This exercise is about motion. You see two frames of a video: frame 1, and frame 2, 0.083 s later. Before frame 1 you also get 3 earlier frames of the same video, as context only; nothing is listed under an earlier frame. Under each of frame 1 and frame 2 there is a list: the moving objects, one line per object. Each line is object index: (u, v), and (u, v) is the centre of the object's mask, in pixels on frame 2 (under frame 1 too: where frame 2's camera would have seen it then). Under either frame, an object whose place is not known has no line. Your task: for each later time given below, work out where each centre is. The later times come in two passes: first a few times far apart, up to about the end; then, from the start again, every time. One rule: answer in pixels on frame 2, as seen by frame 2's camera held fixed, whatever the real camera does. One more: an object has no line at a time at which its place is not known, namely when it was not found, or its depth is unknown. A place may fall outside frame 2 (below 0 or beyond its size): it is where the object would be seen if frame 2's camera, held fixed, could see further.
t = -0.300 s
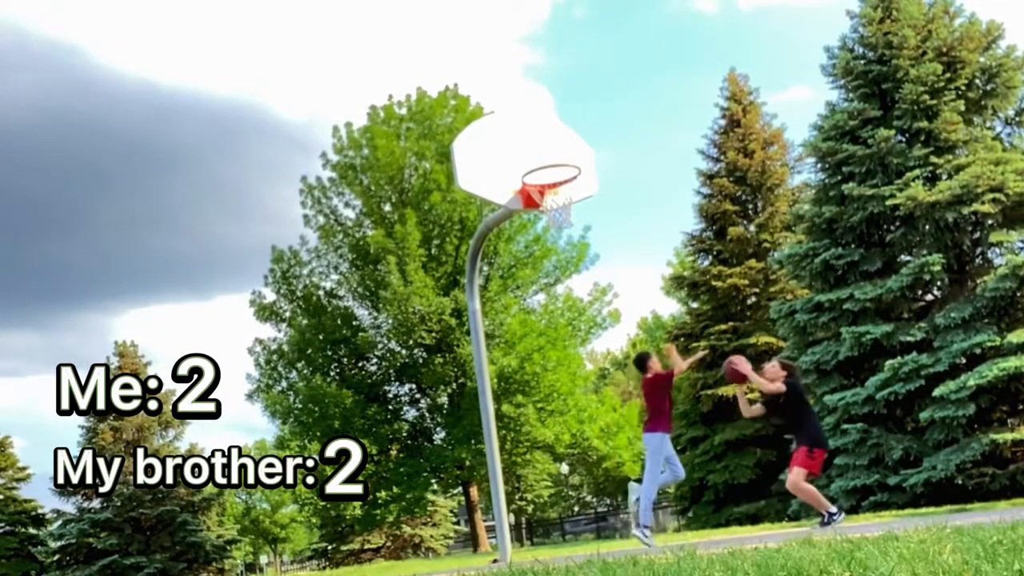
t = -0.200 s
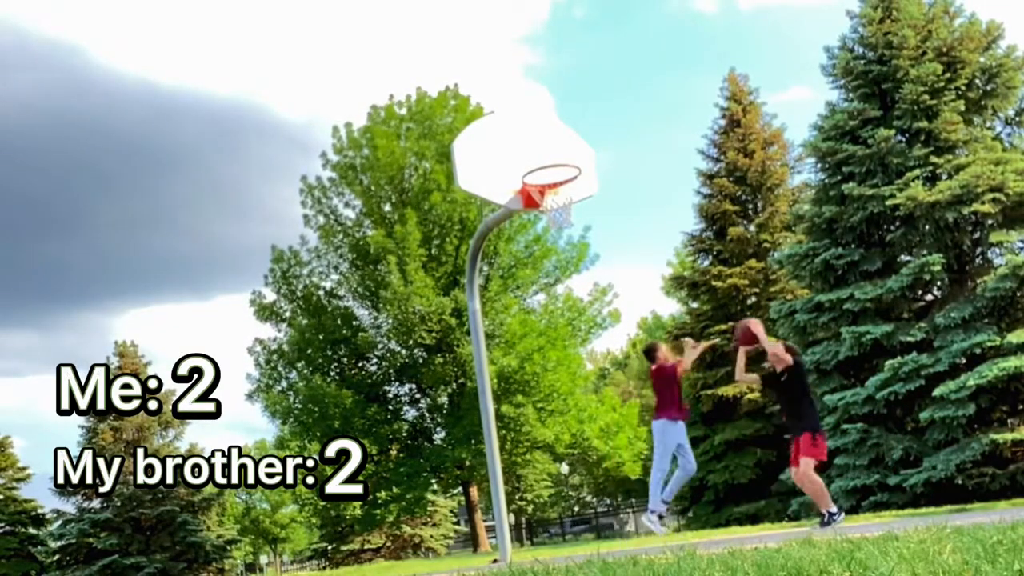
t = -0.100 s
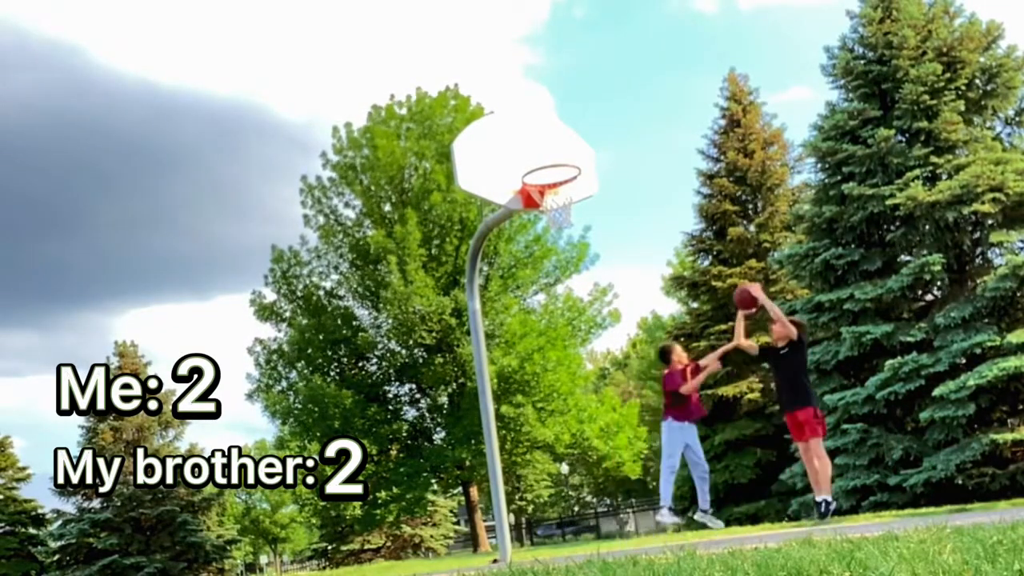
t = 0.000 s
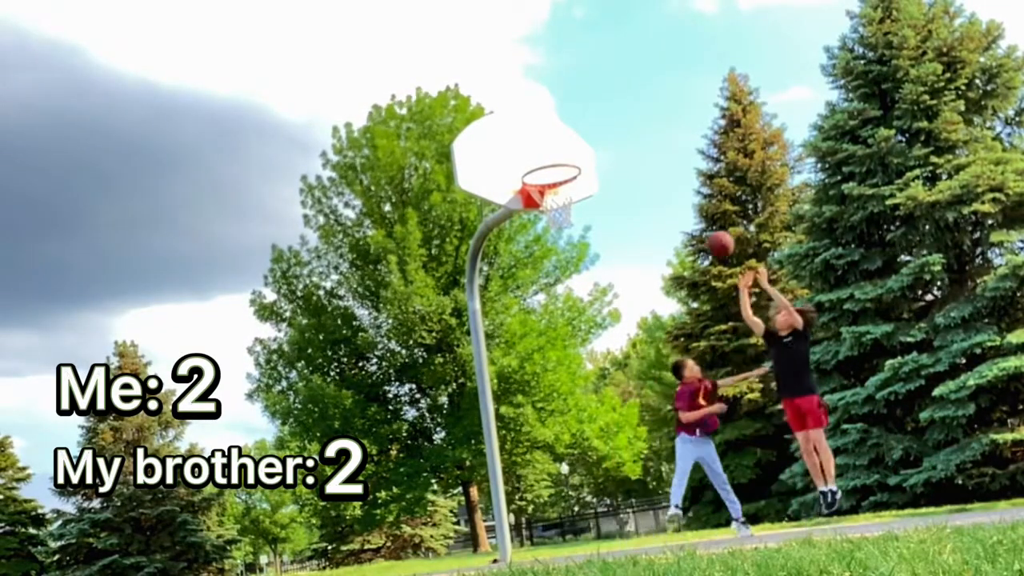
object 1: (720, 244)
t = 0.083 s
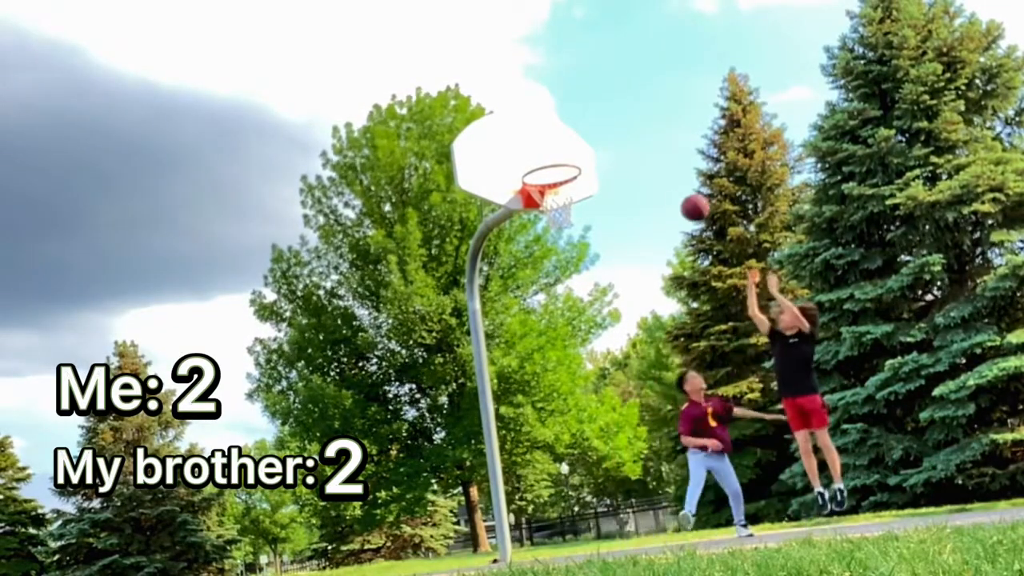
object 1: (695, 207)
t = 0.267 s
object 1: (645, 153)
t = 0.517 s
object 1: (588, 137)
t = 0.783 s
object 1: (540, 195)
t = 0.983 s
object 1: (538, 205)
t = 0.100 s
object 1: (689, 201)
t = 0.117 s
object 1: (684, 195)
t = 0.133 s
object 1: (680, 189)
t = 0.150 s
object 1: (676, 184)
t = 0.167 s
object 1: (671, 178)
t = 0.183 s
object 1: (666, 174)
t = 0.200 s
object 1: (662, 169)
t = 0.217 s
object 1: (657, 165)
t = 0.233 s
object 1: (653, 160)
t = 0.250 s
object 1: (649, 157)
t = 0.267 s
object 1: (645, 153)
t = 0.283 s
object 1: (641, 150)
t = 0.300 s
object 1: (637, 147)
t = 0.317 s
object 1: (632, 145)
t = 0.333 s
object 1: (628, 143)
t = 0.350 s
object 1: (624, 141)
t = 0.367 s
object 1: (621, 139)
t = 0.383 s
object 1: (617, 137)
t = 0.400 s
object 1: (613, 136)
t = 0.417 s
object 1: (609, 136)
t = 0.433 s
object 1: (605, 135)
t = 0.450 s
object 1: (602, 135)
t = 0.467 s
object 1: (598, 135)
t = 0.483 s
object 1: (595, 135)
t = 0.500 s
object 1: (591, 136)
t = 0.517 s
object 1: (588, 137)
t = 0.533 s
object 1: (584, 139)
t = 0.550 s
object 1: (581, 140)
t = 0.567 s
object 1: (577, 142)
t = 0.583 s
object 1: (574, 144)
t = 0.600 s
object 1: (571, 147)
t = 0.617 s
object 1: (567, 150)
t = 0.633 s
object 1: (564, 153)
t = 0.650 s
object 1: (561, 157)
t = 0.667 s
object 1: (558, 161)
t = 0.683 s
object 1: (555, 165)
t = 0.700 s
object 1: (552, 171)
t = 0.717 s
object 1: (549, 175)
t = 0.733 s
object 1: (547, 180)
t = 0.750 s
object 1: (544, 186)
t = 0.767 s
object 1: (541, 191)
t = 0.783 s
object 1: (540, 195)
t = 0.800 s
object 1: (537, 199)
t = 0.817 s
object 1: (536, 199)
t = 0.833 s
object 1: (535, 198)
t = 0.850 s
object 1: (535, 198)
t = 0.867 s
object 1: (533, 203)
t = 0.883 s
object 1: (533, 203)
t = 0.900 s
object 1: (534, 203)
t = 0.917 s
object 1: (534, 202)
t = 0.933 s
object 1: (535, 203)
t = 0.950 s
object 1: (536, 203)
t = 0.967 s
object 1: (538, 204)
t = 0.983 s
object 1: (538, 205)
